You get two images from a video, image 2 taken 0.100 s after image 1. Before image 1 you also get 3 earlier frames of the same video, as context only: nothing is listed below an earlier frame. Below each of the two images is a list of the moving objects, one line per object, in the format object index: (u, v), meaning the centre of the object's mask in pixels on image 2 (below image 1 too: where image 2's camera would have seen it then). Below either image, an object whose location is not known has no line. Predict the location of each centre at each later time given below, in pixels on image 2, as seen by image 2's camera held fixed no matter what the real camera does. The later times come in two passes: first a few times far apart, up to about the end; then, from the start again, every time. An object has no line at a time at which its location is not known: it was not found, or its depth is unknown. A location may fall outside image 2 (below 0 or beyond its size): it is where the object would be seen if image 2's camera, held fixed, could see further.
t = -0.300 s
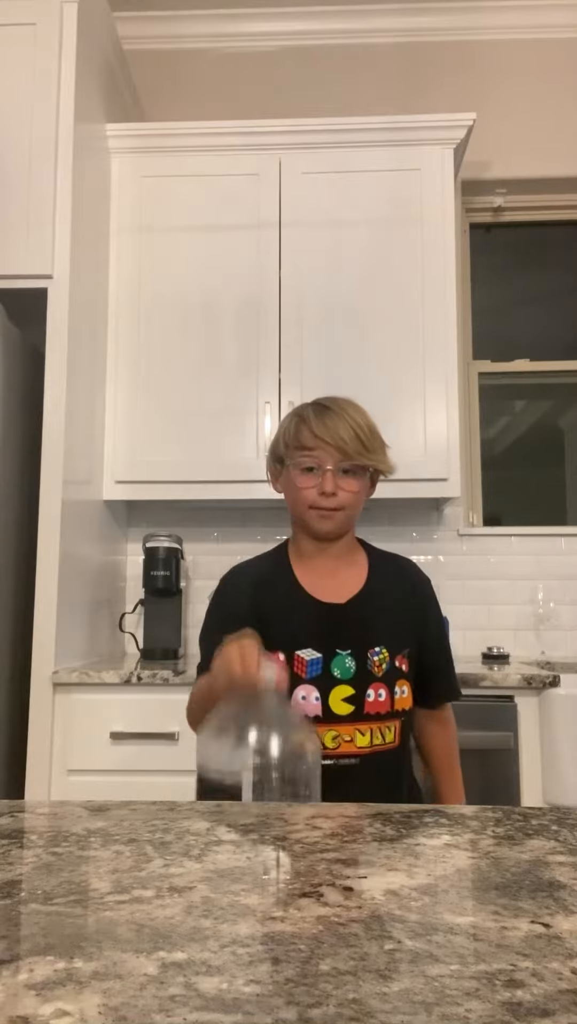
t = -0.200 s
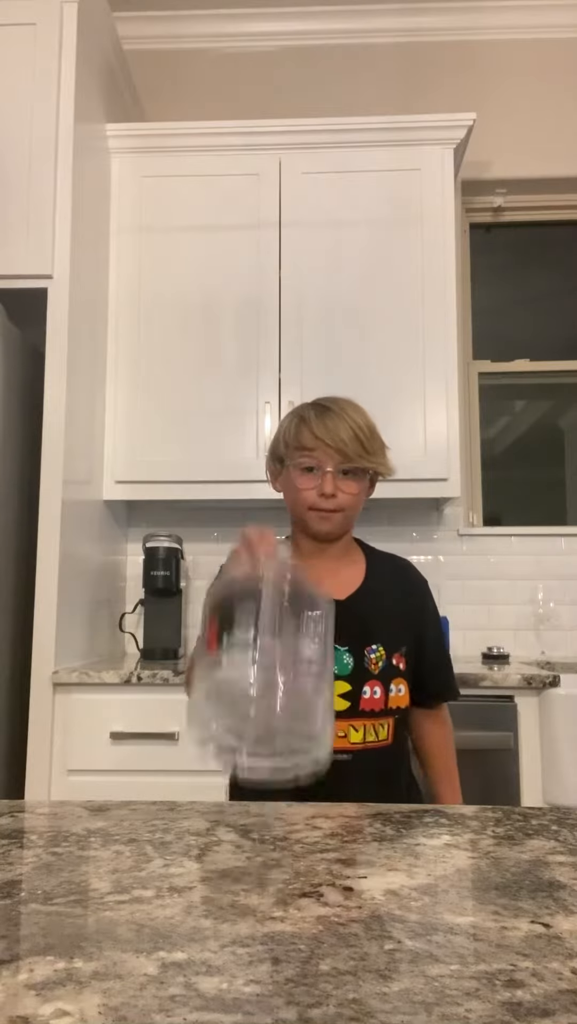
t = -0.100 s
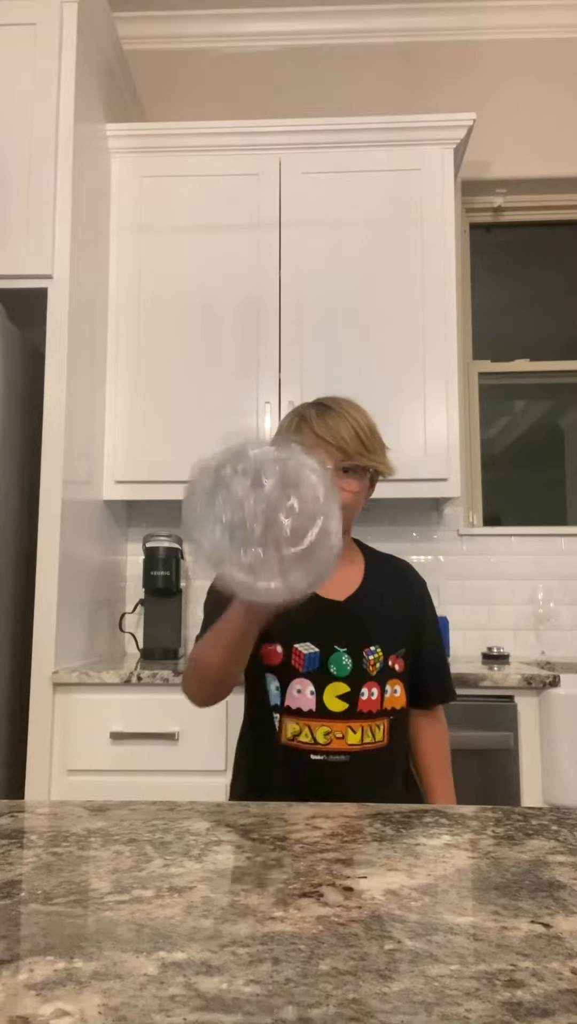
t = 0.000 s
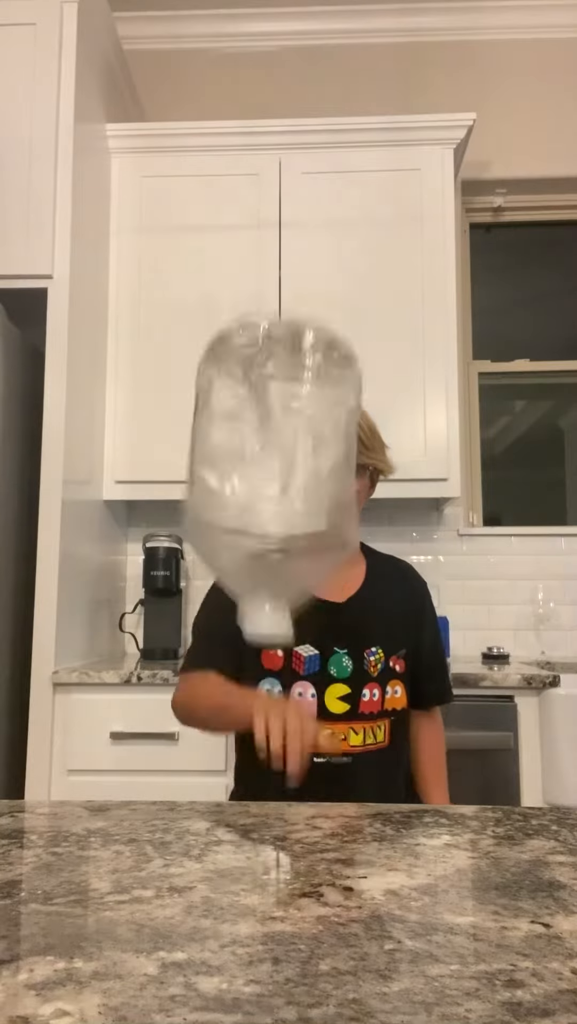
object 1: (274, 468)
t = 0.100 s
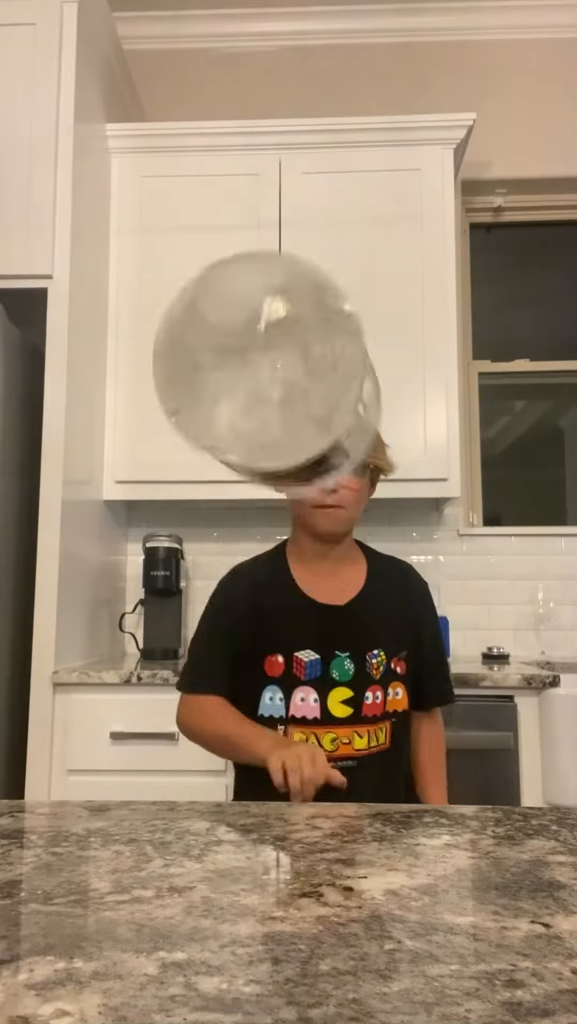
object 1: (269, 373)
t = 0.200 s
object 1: (293, 484)
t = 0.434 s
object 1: (353, 694)
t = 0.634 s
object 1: (370, 697)
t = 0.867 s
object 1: (370, 697)
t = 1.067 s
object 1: (370, 697)
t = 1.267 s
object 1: (370, 697)
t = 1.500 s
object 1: (370, 697)
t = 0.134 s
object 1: (279, 388)
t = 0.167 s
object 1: (287, 423)
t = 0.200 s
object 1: (293, 484)
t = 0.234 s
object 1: (300, 563)
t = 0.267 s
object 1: (307, 655)
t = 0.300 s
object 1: (326, 654)
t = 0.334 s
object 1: (337, 682)
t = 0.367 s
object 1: (341, 688)
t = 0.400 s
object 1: (350, 691)
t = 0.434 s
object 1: (353, 694)
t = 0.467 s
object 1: (356, 695)
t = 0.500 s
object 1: (361, 696)
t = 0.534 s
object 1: (366, 697)
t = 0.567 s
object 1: (369, 697)
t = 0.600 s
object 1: (370, 697)
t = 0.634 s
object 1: (370, 697)
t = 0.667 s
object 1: (370, 697)
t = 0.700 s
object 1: (370, 697)
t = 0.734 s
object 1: (370, 697)
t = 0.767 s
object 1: (370, 697)
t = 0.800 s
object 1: (370, 697)
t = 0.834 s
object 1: (370, 697)
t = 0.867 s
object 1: (370, 697)
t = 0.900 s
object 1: (370, 697)
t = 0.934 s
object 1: (370, 697)
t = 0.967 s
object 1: (370, 697)
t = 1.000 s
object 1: (370, 697)
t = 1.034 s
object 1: (370, 697)
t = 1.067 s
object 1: (370, 697)
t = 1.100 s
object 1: (370, 697)
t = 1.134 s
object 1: (370, 697)
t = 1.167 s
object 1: (370, 697)
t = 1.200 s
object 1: (370, 697)
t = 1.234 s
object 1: (370, 697)
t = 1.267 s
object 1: (370, 697)
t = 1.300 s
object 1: (370, 697)
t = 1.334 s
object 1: (370, 697)
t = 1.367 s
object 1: (370, 697)
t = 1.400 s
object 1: (370, 698)
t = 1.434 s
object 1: (370, 698)
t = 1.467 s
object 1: (370, 698)
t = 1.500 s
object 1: (370, 697)
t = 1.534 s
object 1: (370, 697)
